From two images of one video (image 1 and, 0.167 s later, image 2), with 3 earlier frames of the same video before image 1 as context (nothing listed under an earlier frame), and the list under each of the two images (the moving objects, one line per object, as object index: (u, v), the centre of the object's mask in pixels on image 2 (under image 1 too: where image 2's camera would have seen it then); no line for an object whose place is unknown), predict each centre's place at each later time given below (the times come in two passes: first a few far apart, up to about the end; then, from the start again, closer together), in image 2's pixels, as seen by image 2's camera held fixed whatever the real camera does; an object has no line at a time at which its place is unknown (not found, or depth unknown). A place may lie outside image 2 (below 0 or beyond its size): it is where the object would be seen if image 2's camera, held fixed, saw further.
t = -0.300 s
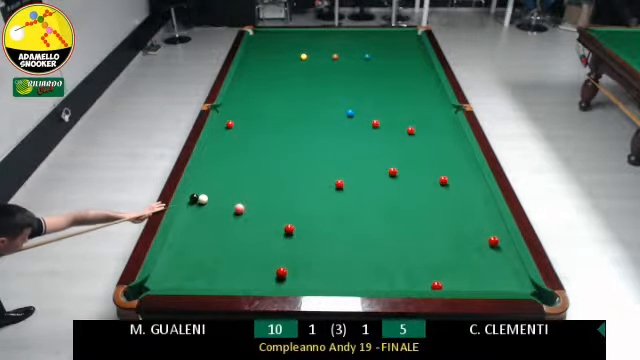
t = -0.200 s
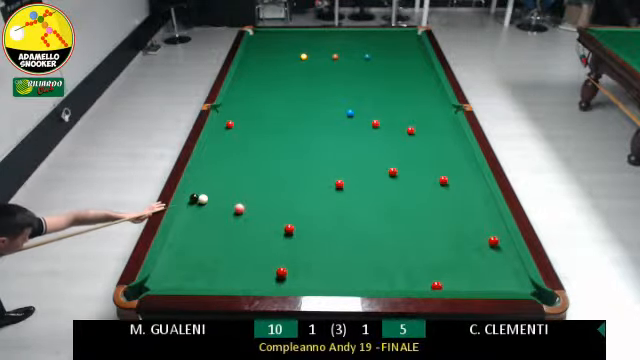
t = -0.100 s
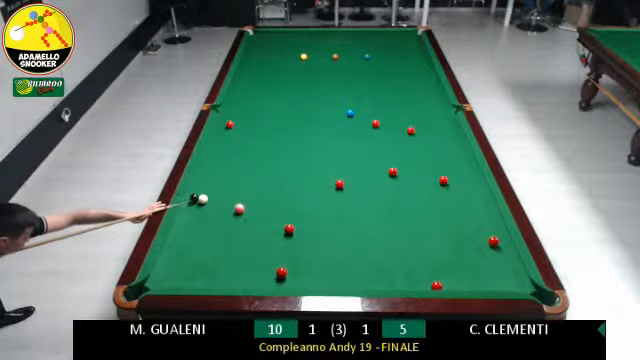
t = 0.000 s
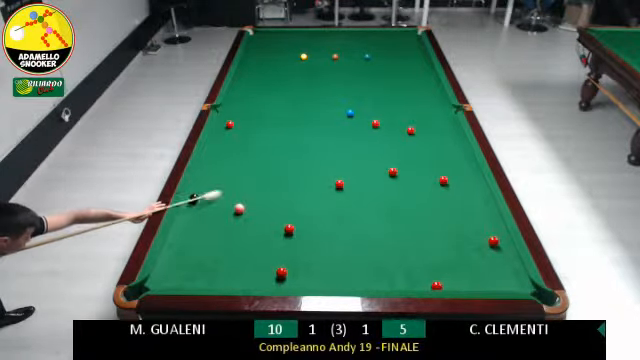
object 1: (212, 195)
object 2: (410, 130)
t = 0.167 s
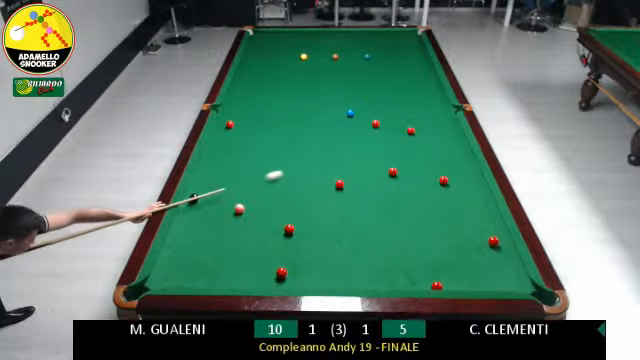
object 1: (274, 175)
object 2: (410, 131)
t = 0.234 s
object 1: (297, 167)
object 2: (410, 131)
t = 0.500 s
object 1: (377, 140)
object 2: (410, 131)
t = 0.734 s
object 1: (411, 132)
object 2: (437, 119)
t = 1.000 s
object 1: (433, 129)
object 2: (452, 113)
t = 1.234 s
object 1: (452, 126)
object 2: (445, 120)
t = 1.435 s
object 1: (448, 124)
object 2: (439, 131)
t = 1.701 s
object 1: (432, 121)
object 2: (431, 141)
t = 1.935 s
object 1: (421, 119)
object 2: (424, 151)
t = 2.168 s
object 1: (409, 117)
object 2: (416, 161)
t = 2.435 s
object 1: (398, 115)
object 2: (408, 173)
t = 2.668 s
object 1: (388, 114)
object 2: (401, 182)
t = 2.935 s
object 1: (378, 112)
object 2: (391, 196)
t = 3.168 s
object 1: (371, 111)
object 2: (383, 206)
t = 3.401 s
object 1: (364, 110)
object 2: (376, 217)
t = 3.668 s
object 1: (357, 109)
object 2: (367, 228)
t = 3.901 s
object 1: (353, 108)
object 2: (359, 239)
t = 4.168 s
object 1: (347, 107)
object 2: (351, 250)
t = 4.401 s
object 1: (343, 107)
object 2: (343, 260)
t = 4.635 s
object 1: (339, 106)
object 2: (336, 269)
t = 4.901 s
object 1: (337, 106)
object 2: (328, 279)
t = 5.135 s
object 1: (335, 106)
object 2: (322, 283)
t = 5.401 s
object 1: (334, 106)
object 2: (318, 280)
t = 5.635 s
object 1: (334, 106)
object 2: (314, 276)
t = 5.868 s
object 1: (334, 106)
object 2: (311, 272)
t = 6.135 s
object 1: (334, 106)
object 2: (310, 270)
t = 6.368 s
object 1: (334, 106)
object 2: (308, 268)
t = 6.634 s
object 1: (334, 106)
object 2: (308, 267)
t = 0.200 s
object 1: (286, 171)
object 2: (410, 131)
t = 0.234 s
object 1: (297, 167)
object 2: (410, 131)
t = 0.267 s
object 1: (307, 164)
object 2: (410, 131)
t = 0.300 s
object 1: (318, 160)
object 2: (410, 131)
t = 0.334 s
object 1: (328, 156)
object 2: (410, 131)
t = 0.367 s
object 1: (338, 153)
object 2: (410, 131)
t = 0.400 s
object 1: (349, 150)
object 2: (410, 131)
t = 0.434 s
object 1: (359, 146)
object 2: (410, 131)
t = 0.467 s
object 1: (368, 143)
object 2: (410, 131)
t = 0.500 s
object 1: (377, 140)
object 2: (410, 131)
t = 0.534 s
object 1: (387, 137)
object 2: (410, 130)
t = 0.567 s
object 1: (396, 134)
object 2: (410, 131)
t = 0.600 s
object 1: (404, 132)
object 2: (412, 131)
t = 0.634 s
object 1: (406, 132)
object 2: (423, 125)
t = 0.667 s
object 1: (407, 132)
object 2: (425, 124)
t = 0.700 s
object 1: (409, 132)
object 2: (431, 121)
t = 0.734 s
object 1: (411, 132)
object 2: (437, 119)
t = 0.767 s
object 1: (413, 132)
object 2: (443, 116)
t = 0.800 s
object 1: (416, 132)
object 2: (449, 114)
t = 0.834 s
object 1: (419, 131)
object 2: (449, 114)
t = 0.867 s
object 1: (422, 131)
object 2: (451, 113)
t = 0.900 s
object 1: (425, 131)
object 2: (455, 108)
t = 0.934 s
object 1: (428, 130)
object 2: (455, 108)
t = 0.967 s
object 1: (430, 129)
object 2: (455, 108)
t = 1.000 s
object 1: (433, 129)
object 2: (452, 113)
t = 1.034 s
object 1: (436, 129)
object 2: (452, 113)
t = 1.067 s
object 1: (438, 128)
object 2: (452, 114)
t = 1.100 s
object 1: (441, 128)
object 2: (452, 114)
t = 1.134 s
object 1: (443, 128)
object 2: (452, 114)
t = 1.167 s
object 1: (446, 127)
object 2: (449, 118)
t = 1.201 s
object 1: (449, 126)
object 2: (447, 119)
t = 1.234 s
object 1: (452, 126)
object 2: (445, 120)
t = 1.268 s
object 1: (454, 126)
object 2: (446, 121)
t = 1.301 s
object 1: (456, 125)
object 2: (445, 123)
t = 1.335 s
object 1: (454, 125)
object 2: (442, 124)
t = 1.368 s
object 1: (452, 124)
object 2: (442, 127)
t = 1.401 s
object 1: (450, 123)
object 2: (441, 128)
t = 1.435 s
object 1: (448, 124)
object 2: (439, 131)
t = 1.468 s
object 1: (445, 123)
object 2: (438, 131)
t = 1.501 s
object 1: (443, 123)
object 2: (438, 132)
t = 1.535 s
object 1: (442, 123)
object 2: (436, 134)
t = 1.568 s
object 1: (440, 122)
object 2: (435, 135)
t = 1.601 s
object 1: (437, 122)
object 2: (434, 137)
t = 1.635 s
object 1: (436, 122)
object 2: (433, 138)
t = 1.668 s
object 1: (434, 121)
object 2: (432, 140)
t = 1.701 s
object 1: (432, 121)
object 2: (431, 141)
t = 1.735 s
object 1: (431, 121)
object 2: (430, 142)
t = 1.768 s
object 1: (429, 121)
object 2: (429, 143)
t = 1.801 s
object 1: (428, 121)
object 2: (428, 145)
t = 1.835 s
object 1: (425, 120)
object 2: (427, 147)
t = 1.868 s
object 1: (424, 120)
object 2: (425, 148)
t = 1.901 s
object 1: (422, 120)
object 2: (424, 149)
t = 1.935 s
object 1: (421, 119)
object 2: (424, 151)
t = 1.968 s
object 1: (419, 119)
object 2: (423, 152)
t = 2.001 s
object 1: (418, 119)
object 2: (421, 153)
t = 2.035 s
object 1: (416, 119)
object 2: (420, 155)
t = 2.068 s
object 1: (414, 118)
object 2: (419, 156)
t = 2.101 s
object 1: (412, 118)
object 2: (419, 158)
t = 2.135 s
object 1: (411, 118)
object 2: (418, 160)
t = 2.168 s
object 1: (409, 117)
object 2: (416, 161)
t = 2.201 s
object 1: (407, 117)
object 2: (415, 163)
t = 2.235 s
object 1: (406, 117)
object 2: (414, 164)
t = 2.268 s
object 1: (405, 117)
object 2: (413, 165)
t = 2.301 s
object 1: (404, 116)
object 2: (412, 167)
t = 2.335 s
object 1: (402, 116)
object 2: (411, 169)
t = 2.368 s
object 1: (401, 116)
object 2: (410, 170)
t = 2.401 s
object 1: (400, 116)
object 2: (409, 172)
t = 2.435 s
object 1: (398, 115)
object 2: (408, 173)
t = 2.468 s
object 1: (396, 115)
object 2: (407, 175)
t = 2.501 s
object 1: (395, 115)
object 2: (405, 176)
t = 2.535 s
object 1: (393, 115)
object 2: (405, 178)
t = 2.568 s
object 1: (392, 115)
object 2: (403, 179)
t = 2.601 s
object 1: (391, 114)
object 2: (403, 181)
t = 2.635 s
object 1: (389, 114)
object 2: (401, 182)
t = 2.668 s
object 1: (388, 114)
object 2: (401, 182)
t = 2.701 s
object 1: (387, 114)
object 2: (399, 185)
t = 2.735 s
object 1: (386, 113)
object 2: (398, 187)
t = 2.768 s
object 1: (384, 113)
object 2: (397, 188)
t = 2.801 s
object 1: (383, 113)
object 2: (395, 190)
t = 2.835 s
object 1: (383, 113)
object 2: (395, 191)
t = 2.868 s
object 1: (381, 113)
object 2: (394, 192)
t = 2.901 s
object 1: (380, 113)
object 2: (393, 193)
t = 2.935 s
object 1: (378, 112)
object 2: (391, 196)
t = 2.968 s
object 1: (378, 112)
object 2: (390, 198)
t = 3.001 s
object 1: (376, 112)
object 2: (389, 199)
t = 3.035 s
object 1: (376, 112)
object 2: (388, 200)
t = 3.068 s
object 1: (374, 112)
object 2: (387, 202)
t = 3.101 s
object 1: (373, 111)
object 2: (386, 203)
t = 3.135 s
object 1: (372, 111)
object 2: (384, 205)
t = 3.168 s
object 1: (371, 111)
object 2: (383, 206)
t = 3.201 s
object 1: (370, 111)
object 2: (382, 208)
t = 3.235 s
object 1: (369, 111)
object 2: (381, 209)
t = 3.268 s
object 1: (368, 111)
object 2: (380, 211)
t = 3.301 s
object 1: (367, 111)
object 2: (379, 213)
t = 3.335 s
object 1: (366, 111)
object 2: (378, 214)
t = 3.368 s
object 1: (365, 111)
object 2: (377, 216)
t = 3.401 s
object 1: (364, 110)
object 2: (376, 217)
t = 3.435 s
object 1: (364, 110)
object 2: (374, 218)
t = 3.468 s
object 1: (362, 110)
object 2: (373, 220)
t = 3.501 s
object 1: (362, 110)
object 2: (372, 221)
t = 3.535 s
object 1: (361, 110)
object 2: (371, 223)
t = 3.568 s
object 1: (360, 110)
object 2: (370, 224)
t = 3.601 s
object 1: (359, 109)
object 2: (369, 225)
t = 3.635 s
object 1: (357, 109)
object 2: (368, 227)
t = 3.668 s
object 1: (357, 109)
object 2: (367, 228)
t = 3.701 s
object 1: (356, 109)
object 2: (366, 230)
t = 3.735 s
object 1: (356, 109)
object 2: (365, 232)
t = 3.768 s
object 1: (355, 109)
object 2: (363, 233)
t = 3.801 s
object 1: (355, 109)
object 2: (362, 234)
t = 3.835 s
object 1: (354, 108)
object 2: (361, 236)
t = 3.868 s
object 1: (353, 108)
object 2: (360, 238)
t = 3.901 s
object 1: (353, 108)
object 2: (359, 239)
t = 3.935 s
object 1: (352, 107)
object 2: (358, 240)
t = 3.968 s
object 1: (352, 107)
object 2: (357, 241)
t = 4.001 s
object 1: (350, 108)
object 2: (356, 244)
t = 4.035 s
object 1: (350, 108)
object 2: (355, 245)
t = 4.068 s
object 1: (348, 107)
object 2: (354, 246)
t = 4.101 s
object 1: (348, 107)
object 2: (352, 247)
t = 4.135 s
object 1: (347, 107)
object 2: (351, 249)
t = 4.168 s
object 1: (347, 107)
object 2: (351, 250)
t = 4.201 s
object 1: (346, 107)
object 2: (350, 251)
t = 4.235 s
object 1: (346, 107)
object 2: (348, 253)
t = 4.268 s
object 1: (345, 107)
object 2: (348, 254)
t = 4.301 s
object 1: (344, 107)
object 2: (346, 256)
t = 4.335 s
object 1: (344, 107)
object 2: (346, 257)
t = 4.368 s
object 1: (343, 107)
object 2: (344, 259)
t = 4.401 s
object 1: (343, 107)
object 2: (343, 260)
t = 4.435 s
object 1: (343, 107)
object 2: (342, 261)
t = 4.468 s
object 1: (342, 107)
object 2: (341, 262)
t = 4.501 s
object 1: (342, 107)
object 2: (340, 264)
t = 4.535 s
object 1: (341, 107)
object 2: (339, 265)
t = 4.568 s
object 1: (341, 107)
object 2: (338, 266)
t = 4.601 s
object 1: (339, 106)
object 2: (337, 268)
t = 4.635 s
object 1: (339, 106)
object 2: (336, 269)
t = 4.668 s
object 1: (339, 106)
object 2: (335, 270)
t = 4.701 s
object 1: (338, 107)
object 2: (334, 272)
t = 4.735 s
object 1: (338, 106)
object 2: (333, 273)
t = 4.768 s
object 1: (338, 106)
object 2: (332, 275)
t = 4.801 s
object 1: (337, 106)
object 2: (332, 275)
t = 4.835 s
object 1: (337, 106)
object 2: (330, 277)
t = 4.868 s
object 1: (337, 106)
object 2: (329, 278)
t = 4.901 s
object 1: (337, 106)
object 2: (328, 279)
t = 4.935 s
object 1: (337, 106)
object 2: (327, 280)
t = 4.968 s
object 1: (336, 106)
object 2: (326, 280)
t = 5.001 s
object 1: (336, 106)
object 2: (326, 281)
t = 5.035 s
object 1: (335, 106)
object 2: (325, 282)
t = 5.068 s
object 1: (335, 106)
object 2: (325, 282)
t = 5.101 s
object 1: (335, 106)
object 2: (324, 283)
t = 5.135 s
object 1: (335, 106)
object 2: (322, 283)
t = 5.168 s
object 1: (335, 106)
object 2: (322, 283)
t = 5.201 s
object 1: (335, 106)
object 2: (321, 282)
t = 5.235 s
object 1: (335, 106)
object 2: (321, 282)
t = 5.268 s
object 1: (335, 106)
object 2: (320, 281)
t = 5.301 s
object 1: (335, 106)
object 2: (320, 281)
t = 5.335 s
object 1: (334, 106)
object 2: (319, 281)
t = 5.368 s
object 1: (334, 106)
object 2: (318, 280)
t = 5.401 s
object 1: (334, 106)
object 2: (318, 280)
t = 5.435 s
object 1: (334, 106)
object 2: (318, 279)
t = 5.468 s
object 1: (334, 106)
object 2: (317, 279)
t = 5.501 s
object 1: (334, 106)
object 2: (316, 279)
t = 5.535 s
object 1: (334, 106)
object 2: (316, 277)
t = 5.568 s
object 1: (334, 106)
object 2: (315, 277)
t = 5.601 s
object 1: (334, 106)
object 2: (315, 276)
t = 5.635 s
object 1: (334, 106)
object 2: (314, 276)
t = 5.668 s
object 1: (334, 106)
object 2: (314, 275)
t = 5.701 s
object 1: (334, 106)
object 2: (313, 275)
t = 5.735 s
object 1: (334, 106)
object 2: (313, 274)
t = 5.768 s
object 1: (334, 106)
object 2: (313, 274)
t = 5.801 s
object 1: (334, 106)
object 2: (313, 273)
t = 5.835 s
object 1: (334, 106)
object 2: (312, 273)
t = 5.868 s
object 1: (334, 106)
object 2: (311, 272)
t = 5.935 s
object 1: (334, 106)
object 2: (311, 271)
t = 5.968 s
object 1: (334, 106)
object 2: (311, 271)
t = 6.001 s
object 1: (334, 106)
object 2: (310, 271)
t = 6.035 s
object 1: (334, 106)
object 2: (310, 270)
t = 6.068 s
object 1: (334, 106)
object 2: (310, 270)
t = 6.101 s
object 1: (334, 106)
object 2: (310, 269)
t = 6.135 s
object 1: (334, 106)
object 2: (310, 270)
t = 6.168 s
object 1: (334, 106)
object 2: (309, 269)
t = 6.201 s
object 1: (334, 106)
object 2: (309, 269)
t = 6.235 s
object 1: (334, 106)
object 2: (309, 268)
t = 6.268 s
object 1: (334, 106)
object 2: (308, 268)
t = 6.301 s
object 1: (334, 106)
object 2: (308, 268)
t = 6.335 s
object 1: (334, 106)
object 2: (308, 268)
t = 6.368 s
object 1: (334, 106)
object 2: (308, 268)
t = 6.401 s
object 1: (334, 106)
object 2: (308, 267)
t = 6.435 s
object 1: (334, 106)
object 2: (308, 267)
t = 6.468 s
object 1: (334, 106)
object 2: (308, 267)
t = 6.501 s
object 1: (334, 106)
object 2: (308, 267)
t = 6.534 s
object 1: (334, 106)
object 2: (308, 267)
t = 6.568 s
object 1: (334, 106)
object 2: (308, 267)
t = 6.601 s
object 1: (334, 106)
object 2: (308, 267)
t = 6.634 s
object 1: (334, 106)
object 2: (308, 267)
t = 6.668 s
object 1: (334, 106)
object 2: (308, 267)
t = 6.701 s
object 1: (334, 106)
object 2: (308, 267)
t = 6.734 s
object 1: (334, 106)
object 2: (308, 267)
